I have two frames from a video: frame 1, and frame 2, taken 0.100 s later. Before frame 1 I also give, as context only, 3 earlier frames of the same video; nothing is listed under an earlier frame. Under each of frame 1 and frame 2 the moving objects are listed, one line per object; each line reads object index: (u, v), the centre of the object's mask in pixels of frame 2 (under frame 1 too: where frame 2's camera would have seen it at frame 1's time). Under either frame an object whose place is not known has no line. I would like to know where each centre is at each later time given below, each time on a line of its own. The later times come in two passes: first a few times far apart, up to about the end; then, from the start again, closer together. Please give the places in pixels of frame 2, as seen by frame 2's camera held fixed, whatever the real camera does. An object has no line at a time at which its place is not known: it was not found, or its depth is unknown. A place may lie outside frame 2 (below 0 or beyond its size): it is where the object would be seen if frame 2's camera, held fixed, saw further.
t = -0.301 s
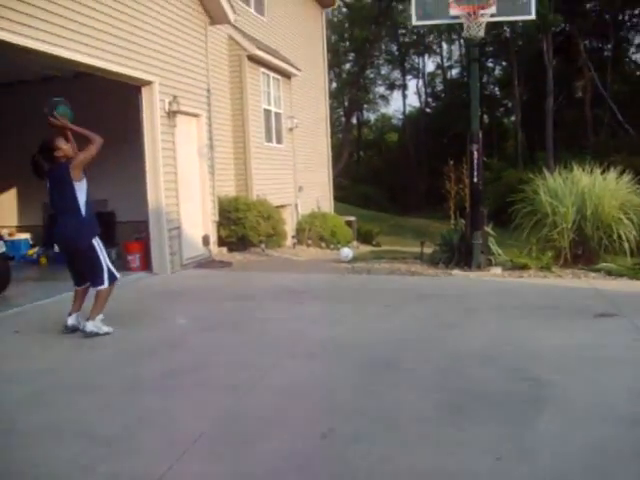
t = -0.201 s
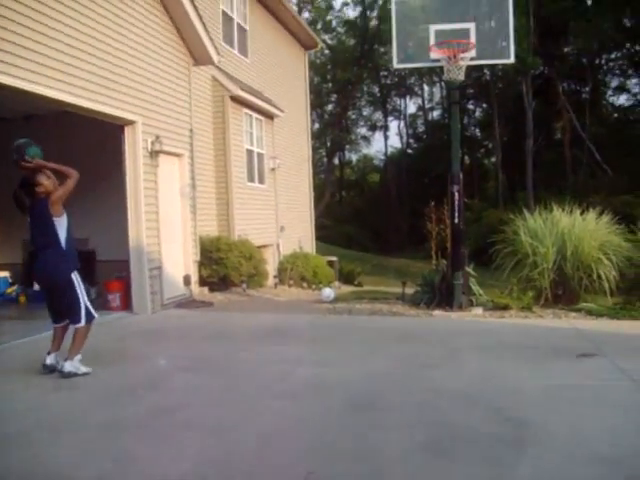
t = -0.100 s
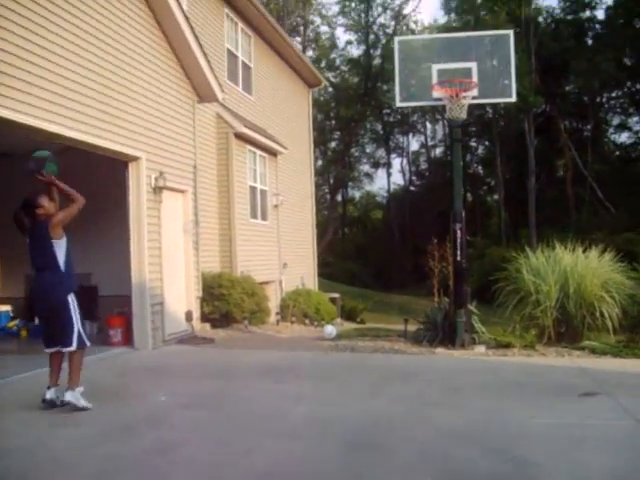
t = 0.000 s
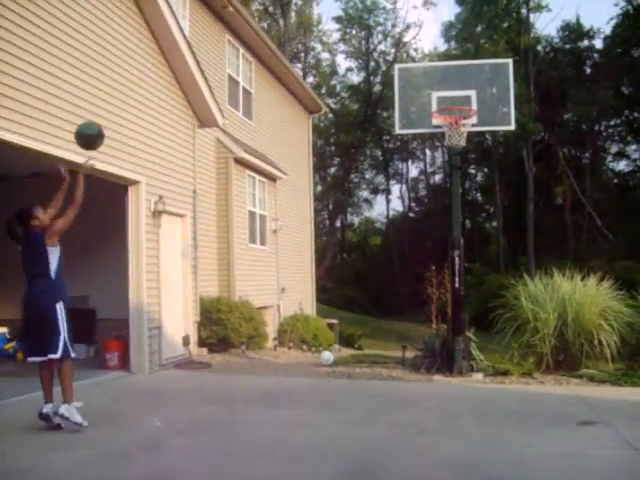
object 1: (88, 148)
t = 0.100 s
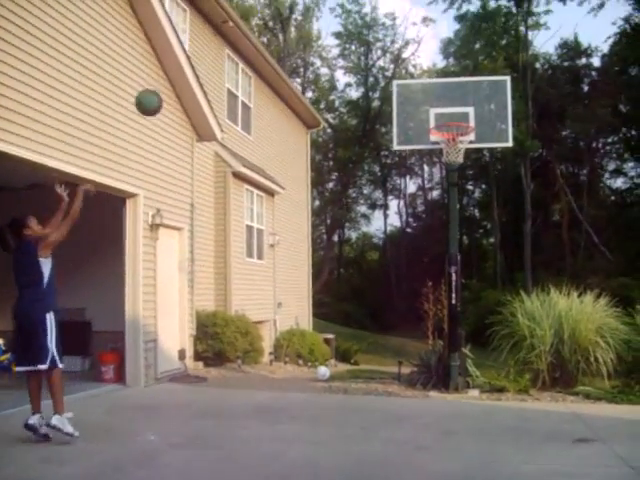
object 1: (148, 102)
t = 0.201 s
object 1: (204, 72)
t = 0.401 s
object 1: (298, 53)
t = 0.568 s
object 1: (365, 64)
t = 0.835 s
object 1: (456, 133)
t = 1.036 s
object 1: (456, 161)
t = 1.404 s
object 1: (433, 279)
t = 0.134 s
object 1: (167, 91)
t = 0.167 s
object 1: (185, 81)
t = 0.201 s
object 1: (204, 72)
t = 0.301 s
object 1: (253, 56)
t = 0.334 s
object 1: (268, 55)
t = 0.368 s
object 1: (282, 53)
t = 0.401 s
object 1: (298, 53)
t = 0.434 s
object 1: (311, 54)
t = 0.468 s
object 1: (325, 55)
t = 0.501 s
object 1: (339, 58)
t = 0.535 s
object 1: (352, 63)
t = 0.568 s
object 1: (365, 64)
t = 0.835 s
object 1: (456, 133)
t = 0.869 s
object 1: (464, 142)
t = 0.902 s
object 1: (470, 146)
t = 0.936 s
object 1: (468, 148)
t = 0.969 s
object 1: (464, 155)
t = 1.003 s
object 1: (461, 157)
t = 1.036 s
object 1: (456, 161)
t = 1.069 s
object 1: (455, 167)
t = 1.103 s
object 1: (453, 172)
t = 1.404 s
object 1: (433, 279)
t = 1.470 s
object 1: (431, 313)
